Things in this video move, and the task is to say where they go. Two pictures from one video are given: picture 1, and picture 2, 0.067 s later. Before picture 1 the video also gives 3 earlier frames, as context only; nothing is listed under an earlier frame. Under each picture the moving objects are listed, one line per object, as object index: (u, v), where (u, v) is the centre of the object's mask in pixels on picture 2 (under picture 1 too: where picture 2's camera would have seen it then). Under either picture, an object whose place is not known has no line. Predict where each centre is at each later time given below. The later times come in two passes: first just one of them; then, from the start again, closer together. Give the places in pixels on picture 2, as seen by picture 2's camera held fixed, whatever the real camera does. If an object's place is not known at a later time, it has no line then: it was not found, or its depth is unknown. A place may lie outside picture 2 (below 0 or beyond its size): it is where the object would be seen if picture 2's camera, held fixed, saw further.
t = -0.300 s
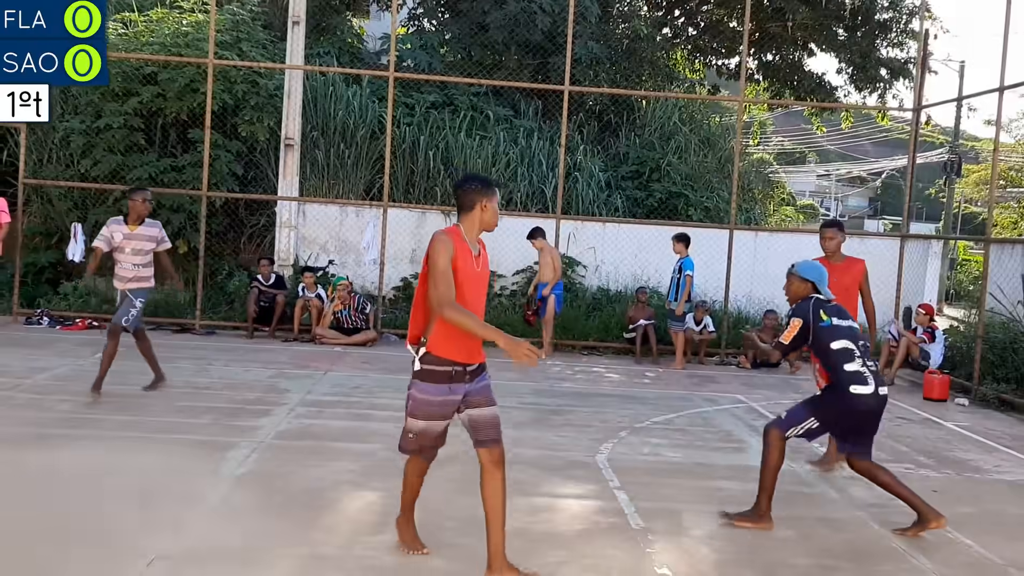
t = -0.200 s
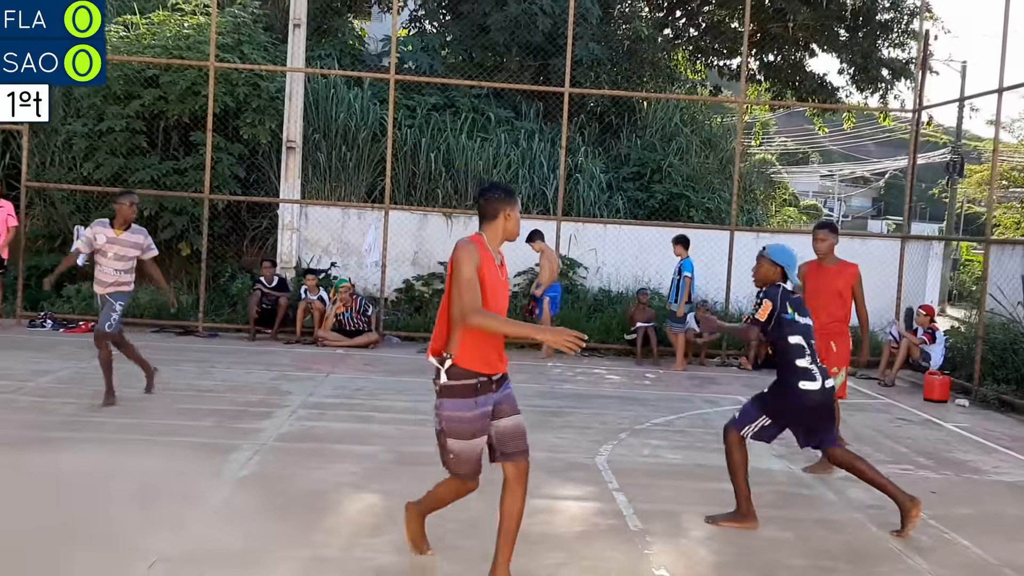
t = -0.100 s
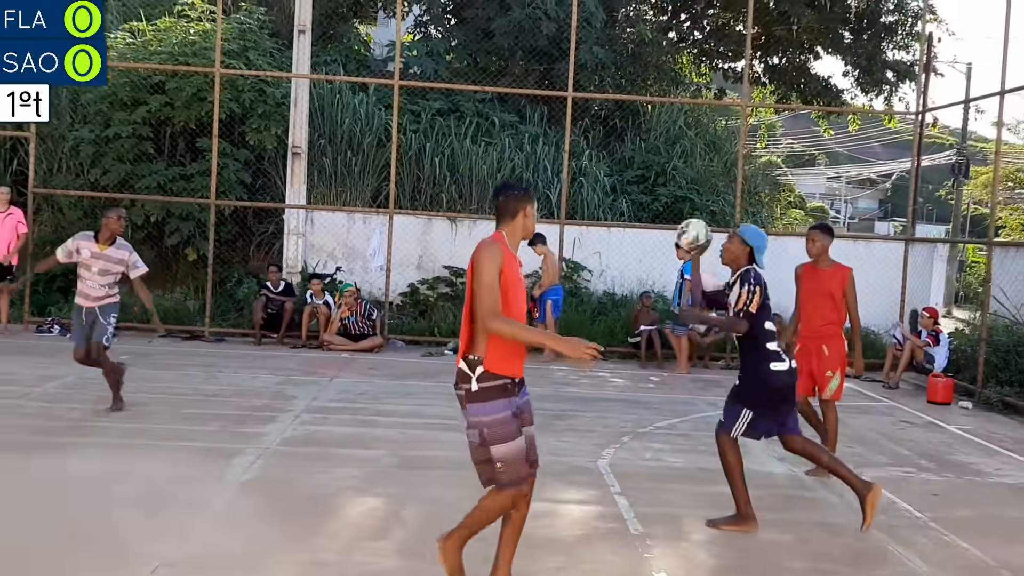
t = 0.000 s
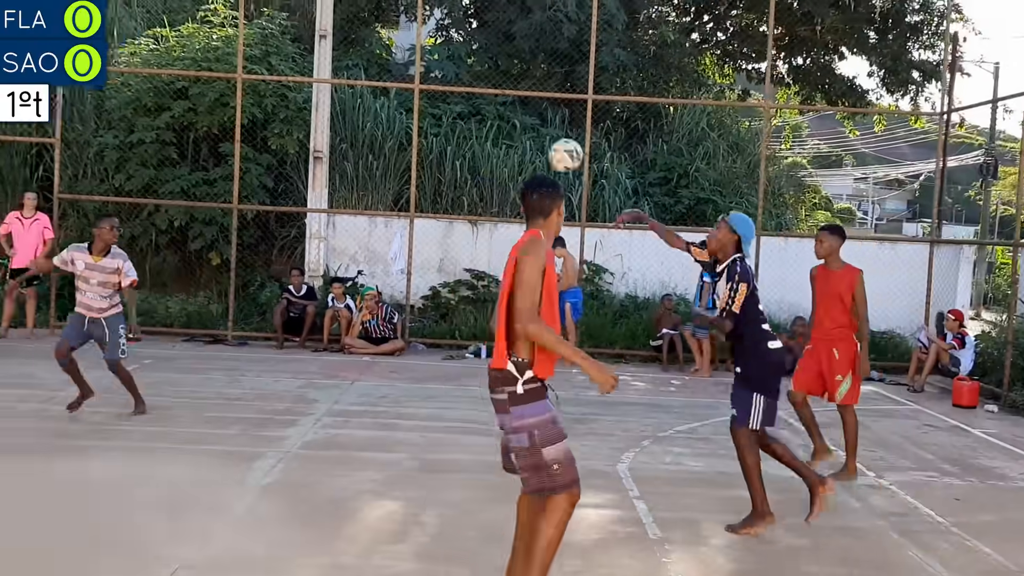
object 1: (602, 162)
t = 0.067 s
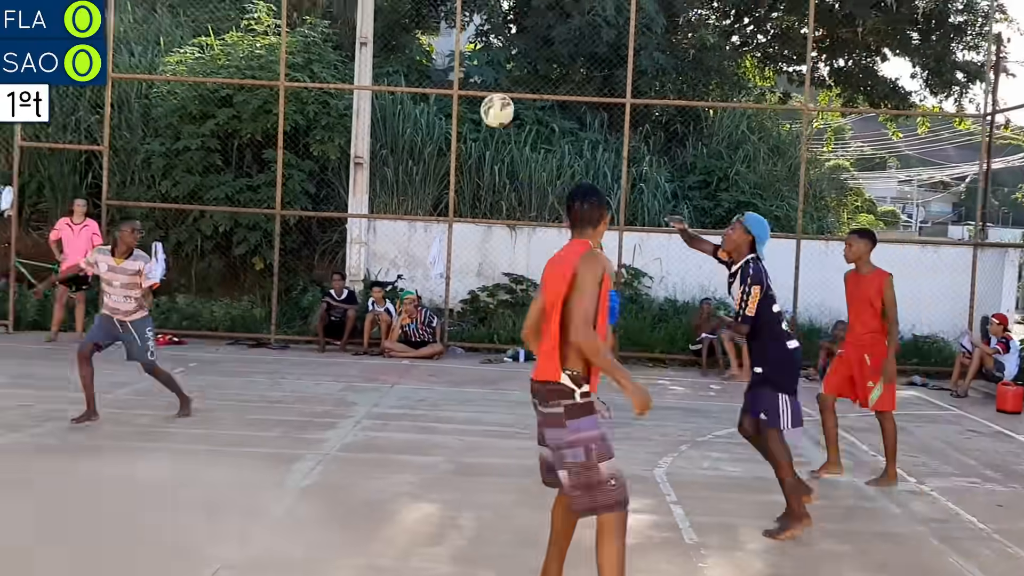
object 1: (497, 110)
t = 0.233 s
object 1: (232, 18)
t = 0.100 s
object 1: (443, 88)
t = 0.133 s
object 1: (391, 68)
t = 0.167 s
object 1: (338, 50)
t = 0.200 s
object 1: (285, 33)
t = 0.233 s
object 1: (232, 18)
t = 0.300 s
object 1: (126, -6)
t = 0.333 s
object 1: (72, -15)
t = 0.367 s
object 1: (19, -24)
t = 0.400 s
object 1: (-35, -28)
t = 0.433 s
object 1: (-88, -31)
